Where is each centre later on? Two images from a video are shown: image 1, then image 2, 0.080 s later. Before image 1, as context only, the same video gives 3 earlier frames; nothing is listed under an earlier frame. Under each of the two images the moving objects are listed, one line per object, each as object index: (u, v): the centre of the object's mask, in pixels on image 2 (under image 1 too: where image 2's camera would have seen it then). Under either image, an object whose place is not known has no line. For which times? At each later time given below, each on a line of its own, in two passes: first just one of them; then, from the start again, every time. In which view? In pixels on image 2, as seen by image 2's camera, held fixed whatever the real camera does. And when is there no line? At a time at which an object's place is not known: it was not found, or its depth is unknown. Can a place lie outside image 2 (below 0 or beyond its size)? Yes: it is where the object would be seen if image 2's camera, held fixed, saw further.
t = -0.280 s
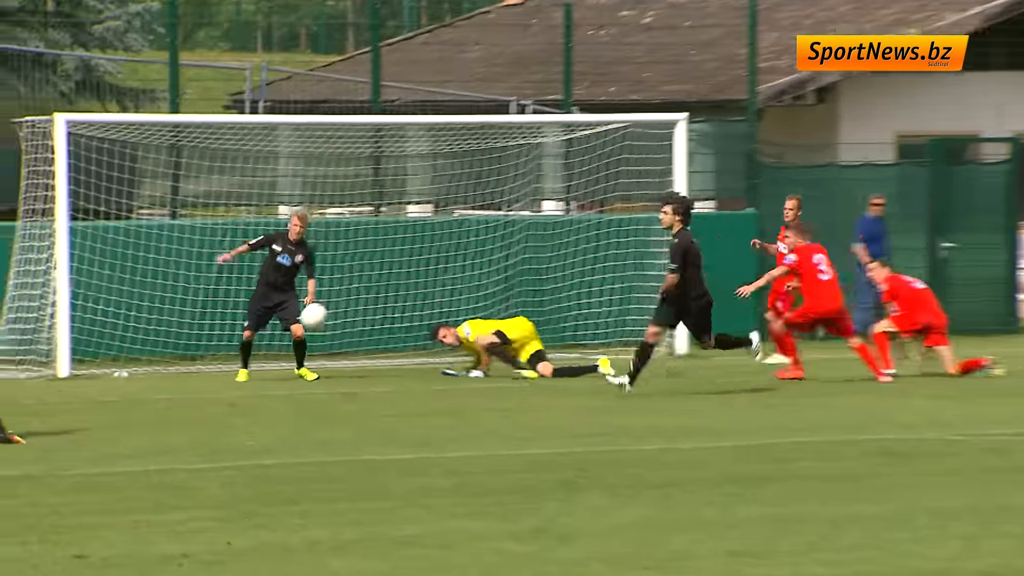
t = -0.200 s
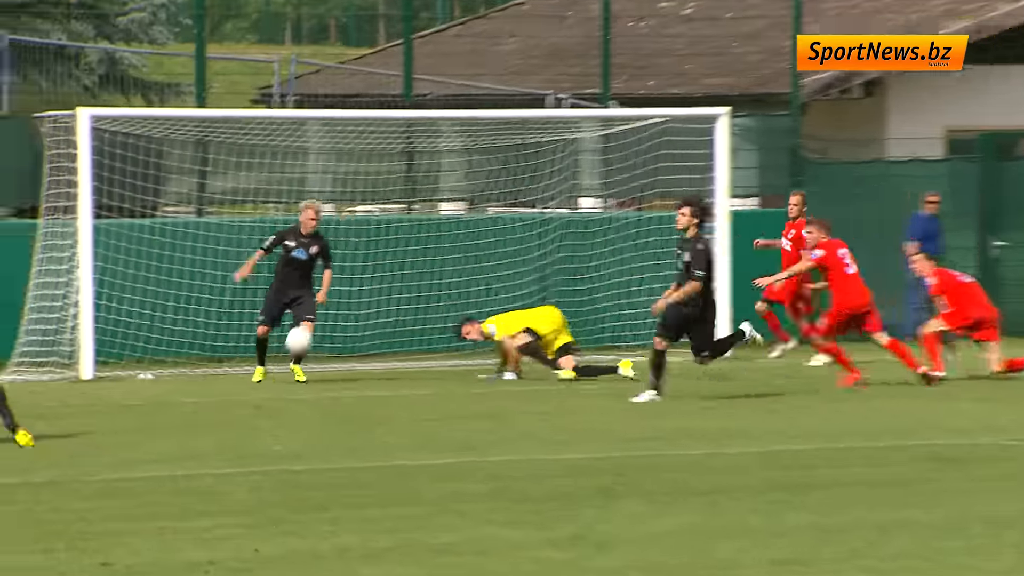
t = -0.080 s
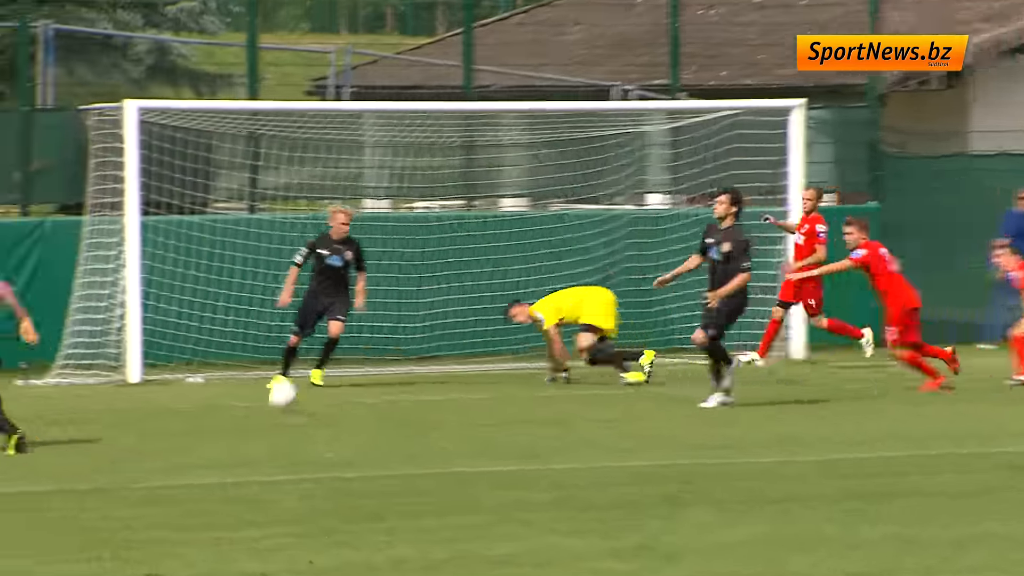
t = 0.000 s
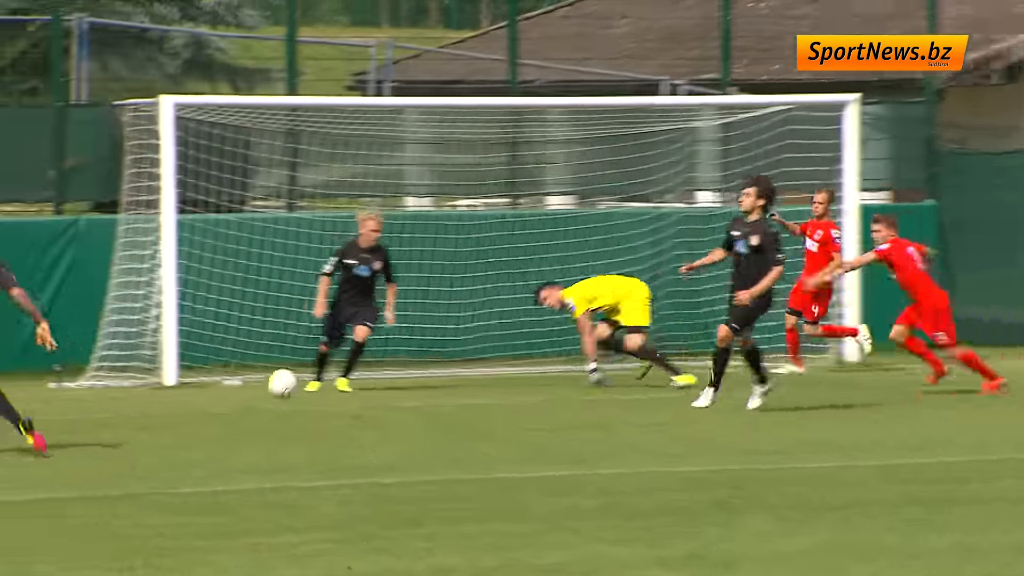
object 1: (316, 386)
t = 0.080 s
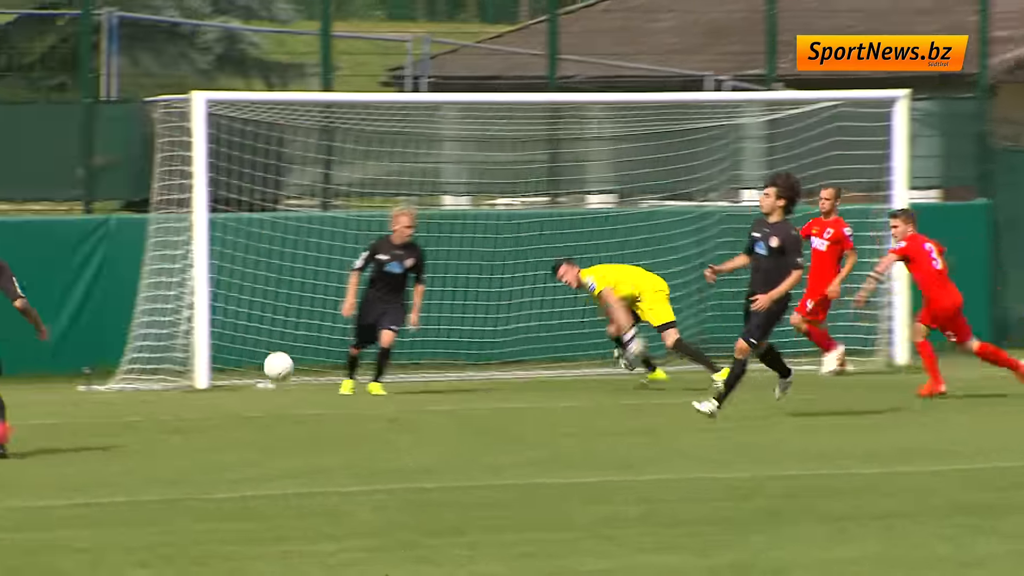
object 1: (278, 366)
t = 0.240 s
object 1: (200, 353)
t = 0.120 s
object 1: (259, 359)
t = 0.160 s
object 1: (239, 355)
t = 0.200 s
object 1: (220, 353)
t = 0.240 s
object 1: (200, 353)
